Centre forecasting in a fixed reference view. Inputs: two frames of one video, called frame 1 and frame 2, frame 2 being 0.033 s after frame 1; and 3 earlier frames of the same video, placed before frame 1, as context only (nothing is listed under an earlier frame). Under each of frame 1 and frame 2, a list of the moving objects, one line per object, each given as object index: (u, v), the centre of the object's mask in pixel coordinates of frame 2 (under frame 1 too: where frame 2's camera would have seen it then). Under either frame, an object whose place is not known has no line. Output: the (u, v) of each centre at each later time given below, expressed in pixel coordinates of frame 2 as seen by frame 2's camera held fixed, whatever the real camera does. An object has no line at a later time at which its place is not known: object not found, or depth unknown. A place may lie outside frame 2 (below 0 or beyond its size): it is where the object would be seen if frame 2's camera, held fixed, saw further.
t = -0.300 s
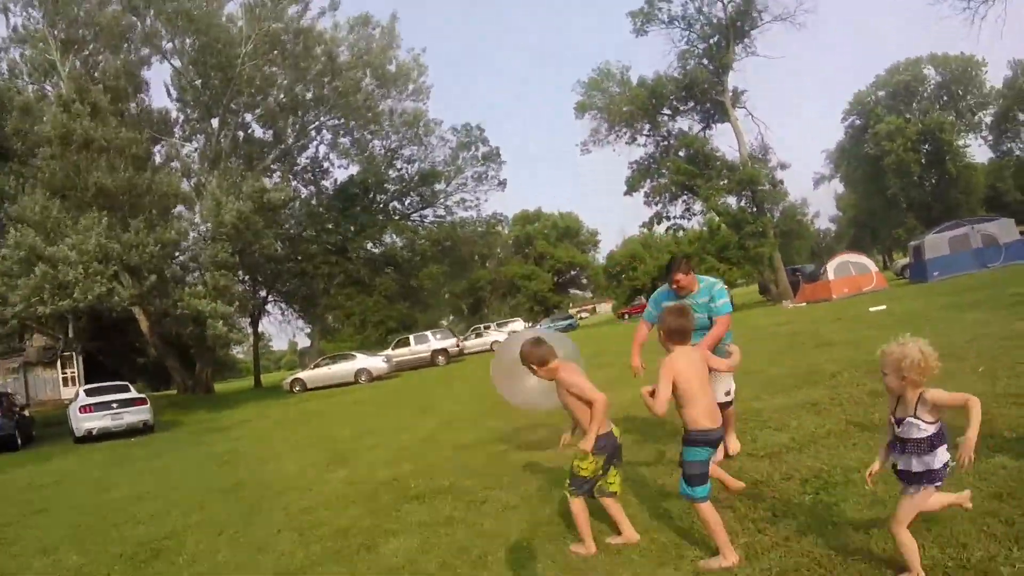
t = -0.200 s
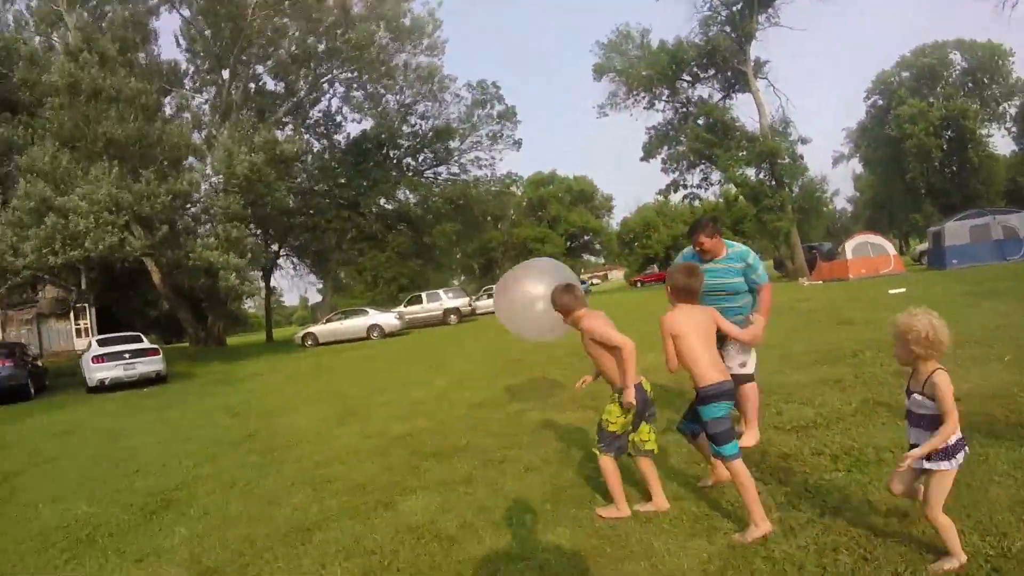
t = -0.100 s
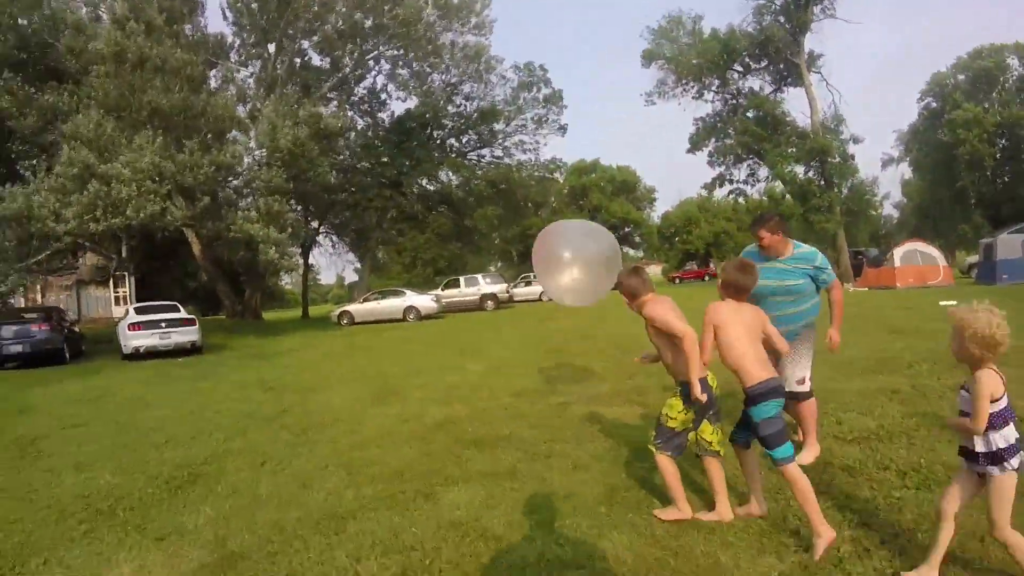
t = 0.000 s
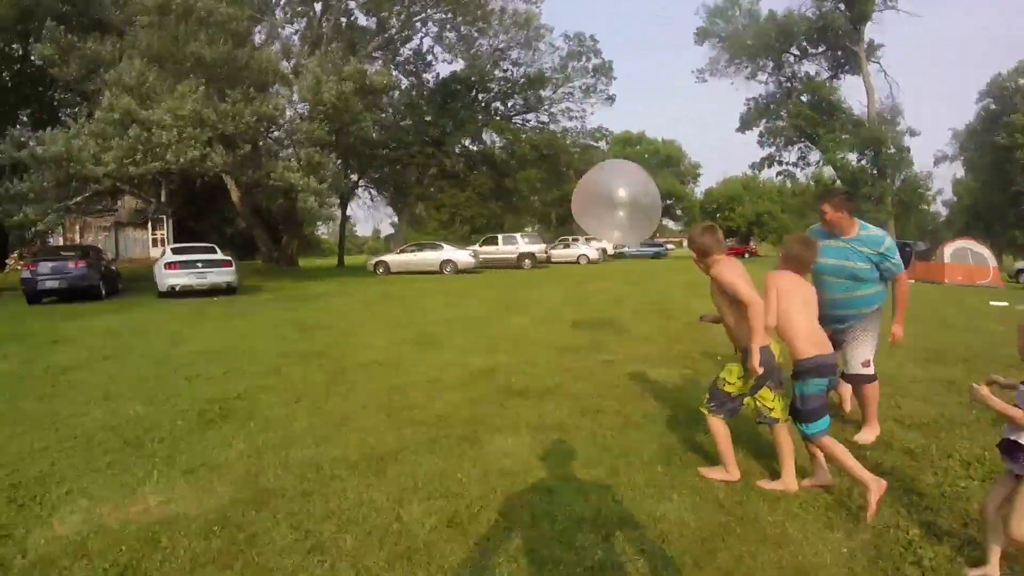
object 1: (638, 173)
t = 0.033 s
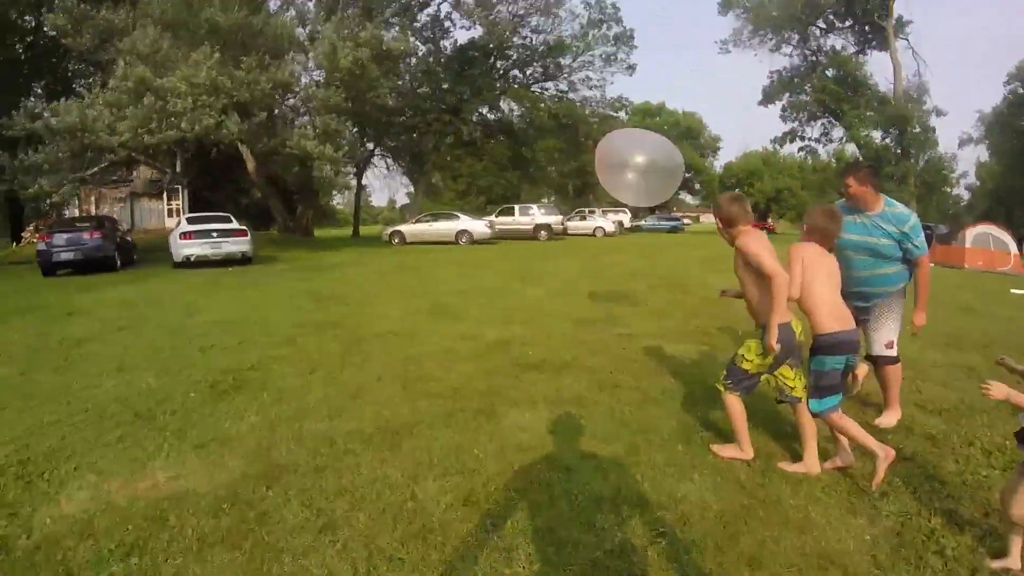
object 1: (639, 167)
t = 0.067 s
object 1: (634, 161)
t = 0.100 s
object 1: (633, 156)
